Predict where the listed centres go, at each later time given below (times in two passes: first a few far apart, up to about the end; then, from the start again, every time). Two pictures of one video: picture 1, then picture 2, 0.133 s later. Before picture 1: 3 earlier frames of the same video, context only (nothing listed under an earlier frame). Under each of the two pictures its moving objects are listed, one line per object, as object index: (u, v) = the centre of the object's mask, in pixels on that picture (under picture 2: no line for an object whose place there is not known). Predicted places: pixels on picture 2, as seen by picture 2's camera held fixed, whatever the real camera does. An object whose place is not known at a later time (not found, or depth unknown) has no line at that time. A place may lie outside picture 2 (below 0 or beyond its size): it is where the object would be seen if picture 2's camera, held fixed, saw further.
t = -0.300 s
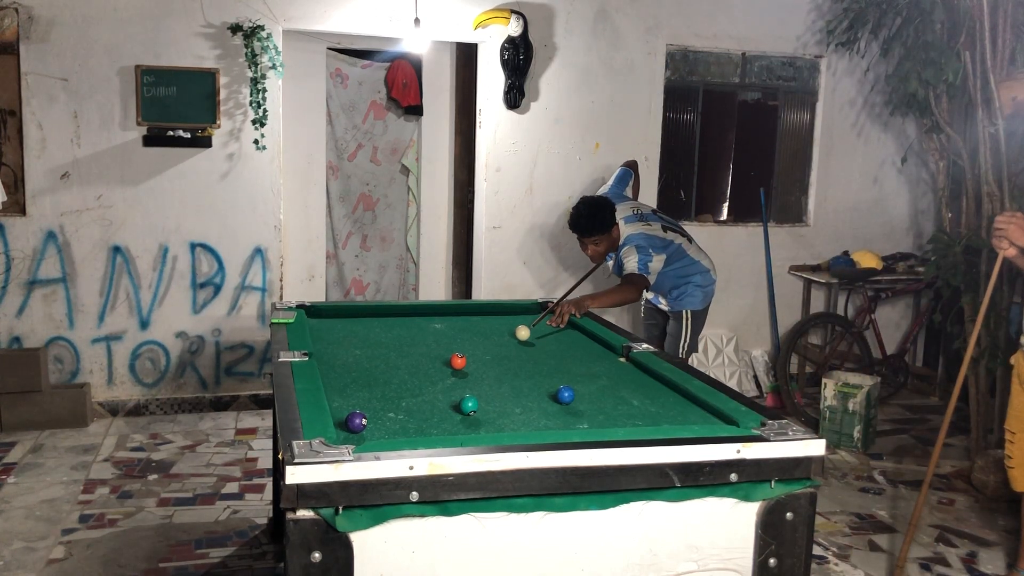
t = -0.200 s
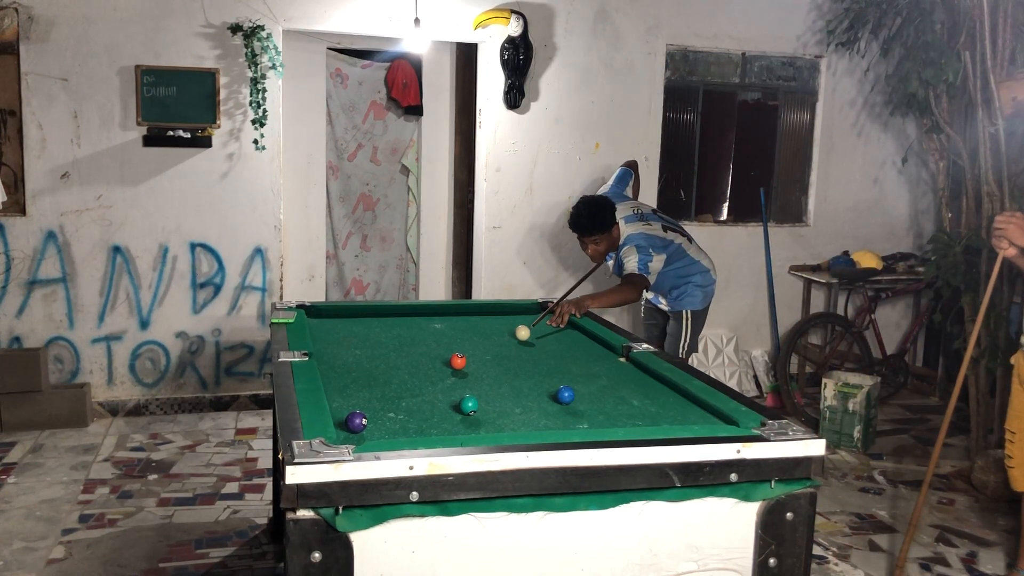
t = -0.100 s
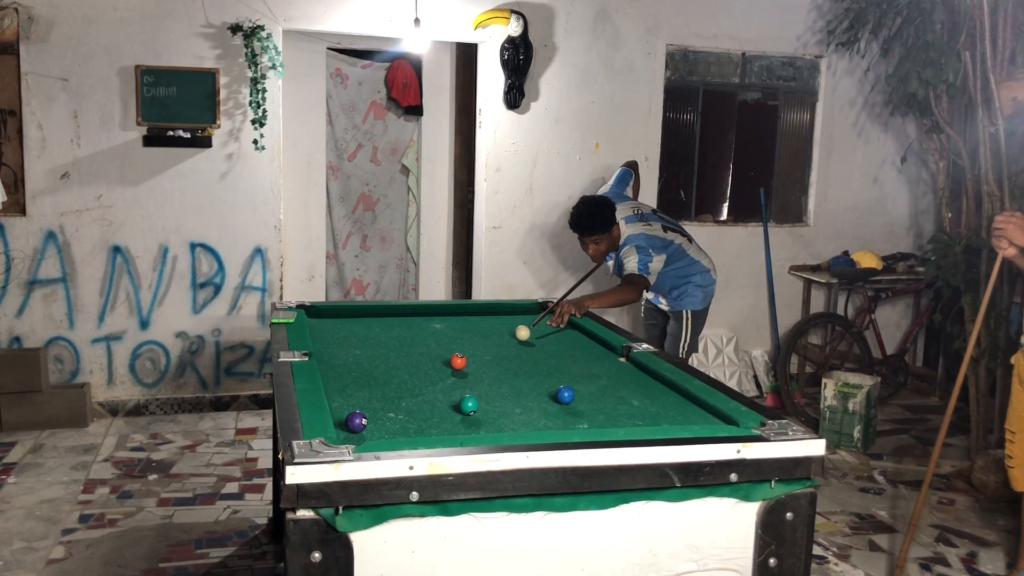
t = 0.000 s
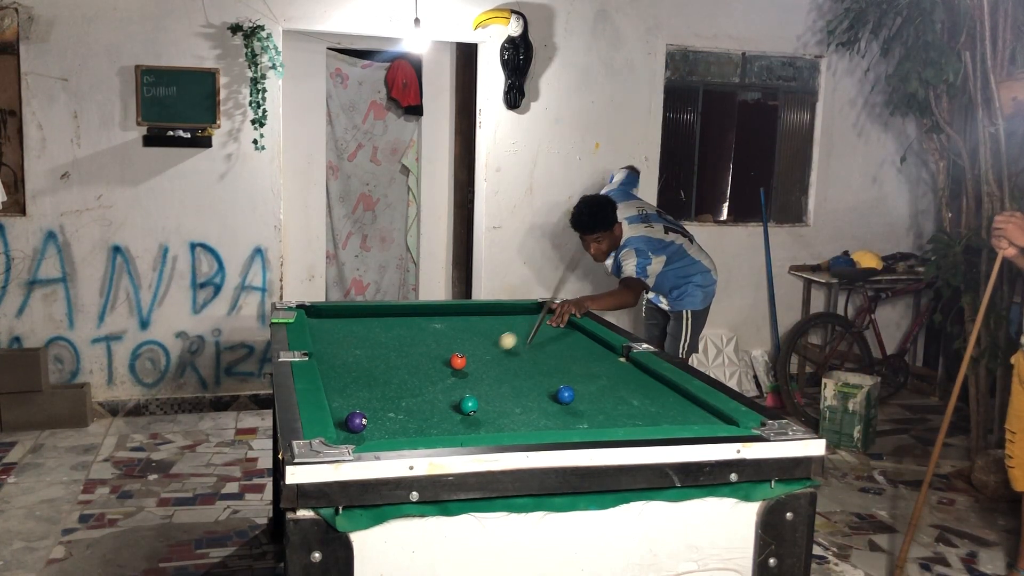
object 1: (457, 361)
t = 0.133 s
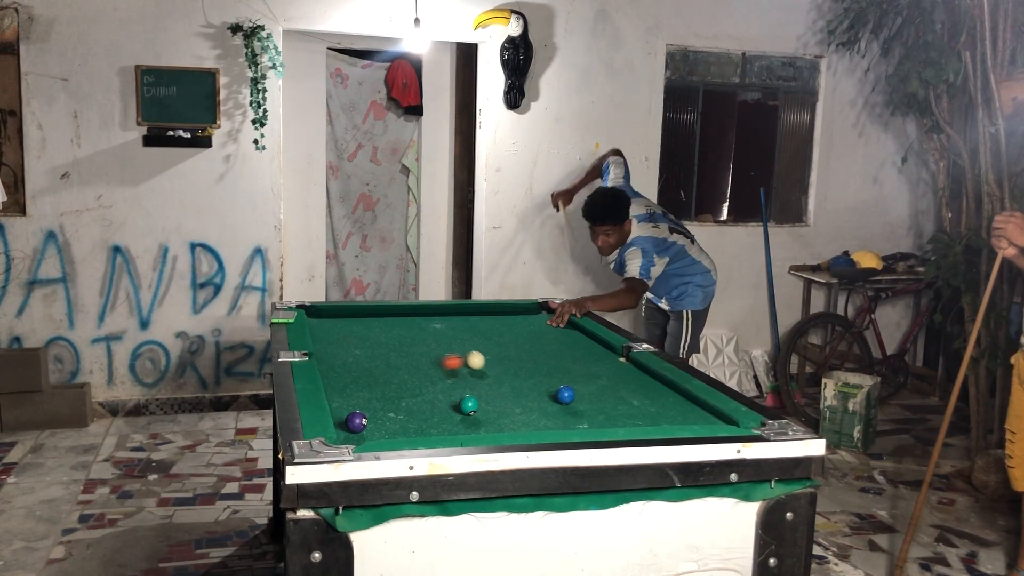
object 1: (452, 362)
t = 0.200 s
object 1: (418, 365)
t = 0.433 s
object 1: (337, 374)
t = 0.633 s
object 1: (392, 377)
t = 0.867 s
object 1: (454, 380)
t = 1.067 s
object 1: (505, 383)
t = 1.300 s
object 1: (562, 382)
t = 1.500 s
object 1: (607, 385)
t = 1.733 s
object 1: (657, 383)
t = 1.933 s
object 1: (637, 378)
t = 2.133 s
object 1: (609, 380)
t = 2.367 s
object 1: (576, 378)
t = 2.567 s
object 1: (549, 376)
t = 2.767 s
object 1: (523, 375)
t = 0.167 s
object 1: (434, 364)
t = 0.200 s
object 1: (418, 365)
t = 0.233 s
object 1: (401, 367)
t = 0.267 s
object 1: (386, 368)
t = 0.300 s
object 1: (371, 370)
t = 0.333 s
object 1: (356, 371)
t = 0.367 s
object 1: (340, 372)
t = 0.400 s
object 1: (328, 374)
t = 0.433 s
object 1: (337, 374)
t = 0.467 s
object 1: (346, 375)
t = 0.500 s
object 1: (355, 376)
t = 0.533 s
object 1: (364, 376)
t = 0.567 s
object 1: (374, 376)
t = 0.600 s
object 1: (383, 377)
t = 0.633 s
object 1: (392, 377)
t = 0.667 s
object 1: (401, 377)
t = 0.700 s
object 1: (410, 378)
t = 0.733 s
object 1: (419, 378)
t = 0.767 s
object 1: (428, 379)
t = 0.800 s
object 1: (436, 379)
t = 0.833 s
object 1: (445, 379)
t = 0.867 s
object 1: (454, 380)
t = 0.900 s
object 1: (463, 381)
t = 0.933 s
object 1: (471, 381)
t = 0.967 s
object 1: (480, 382)
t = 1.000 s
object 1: (488, 382)
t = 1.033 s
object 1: (497, 382)
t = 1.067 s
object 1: (505, 383)
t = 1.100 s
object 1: (513, 383)
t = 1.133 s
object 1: (522, 384)
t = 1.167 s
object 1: (530, 384)
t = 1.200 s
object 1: (538, 384)
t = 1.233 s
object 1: (546, 385)
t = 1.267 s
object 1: (553, 384)
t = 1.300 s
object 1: (562, 382)
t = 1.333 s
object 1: (572, 384)
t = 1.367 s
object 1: (580, 386)
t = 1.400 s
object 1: (587, 387)
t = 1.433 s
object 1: (595, 388)
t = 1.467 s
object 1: (601, 387)
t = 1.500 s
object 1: (607, 385)
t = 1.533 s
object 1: (617, 382)
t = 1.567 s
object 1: (627, 382)
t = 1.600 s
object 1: (634, 383)
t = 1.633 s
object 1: (640, 384)
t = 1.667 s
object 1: (645, 384)
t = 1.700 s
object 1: (650, 384)
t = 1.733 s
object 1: (657, 383)
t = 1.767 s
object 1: (662, 383)
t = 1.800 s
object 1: (658, 382)
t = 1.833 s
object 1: (653, 382)
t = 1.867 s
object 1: (649, 380)
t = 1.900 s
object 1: (644, 378)
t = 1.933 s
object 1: (637, 378)
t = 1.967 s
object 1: (632, 380)
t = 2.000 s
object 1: (628, 380)
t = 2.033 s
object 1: (623, 380)
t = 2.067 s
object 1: (618, 380)
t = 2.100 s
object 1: (613, 380)
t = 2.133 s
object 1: (609, 380)
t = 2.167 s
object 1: (604, 379)
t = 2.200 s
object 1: (599, 379)
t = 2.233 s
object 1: (594, 379)
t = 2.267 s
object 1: (590, 379)
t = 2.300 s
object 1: (585, 378)
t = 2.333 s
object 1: (580, 378)
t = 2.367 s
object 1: (576, 378)
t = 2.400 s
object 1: (571, 377)
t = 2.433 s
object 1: (567, 377)
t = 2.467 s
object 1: (562, 377)
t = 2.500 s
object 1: (558, 377)
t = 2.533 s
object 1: (553, 376)
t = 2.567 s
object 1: (549, 376)
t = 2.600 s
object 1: (544, 376)
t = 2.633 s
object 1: (540, 376)
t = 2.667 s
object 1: (536, 376)
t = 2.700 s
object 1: (531, 375)
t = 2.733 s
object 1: (527, 375)
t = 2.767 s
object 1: (523, 375)
